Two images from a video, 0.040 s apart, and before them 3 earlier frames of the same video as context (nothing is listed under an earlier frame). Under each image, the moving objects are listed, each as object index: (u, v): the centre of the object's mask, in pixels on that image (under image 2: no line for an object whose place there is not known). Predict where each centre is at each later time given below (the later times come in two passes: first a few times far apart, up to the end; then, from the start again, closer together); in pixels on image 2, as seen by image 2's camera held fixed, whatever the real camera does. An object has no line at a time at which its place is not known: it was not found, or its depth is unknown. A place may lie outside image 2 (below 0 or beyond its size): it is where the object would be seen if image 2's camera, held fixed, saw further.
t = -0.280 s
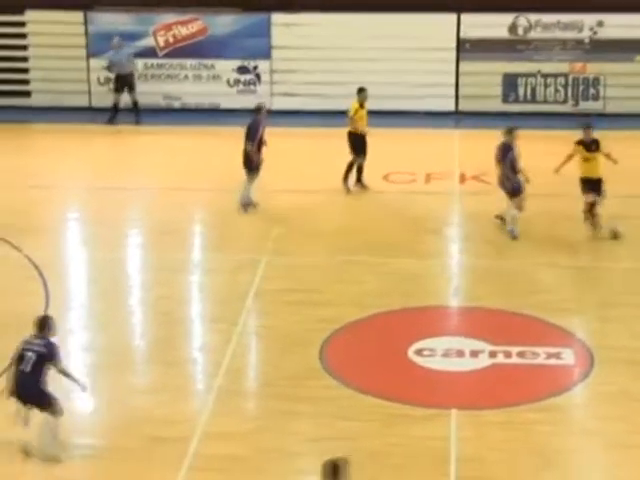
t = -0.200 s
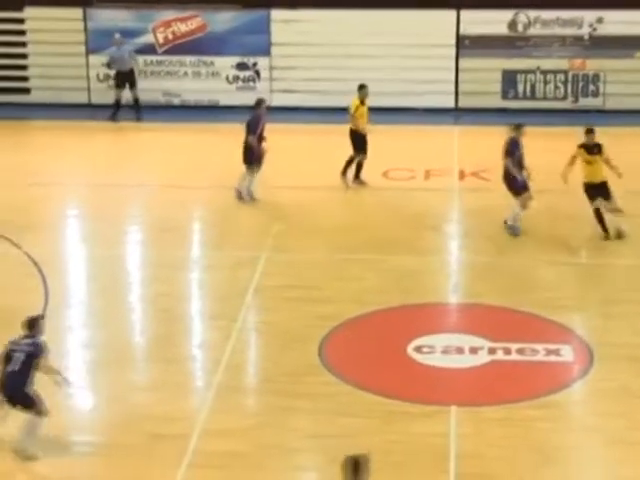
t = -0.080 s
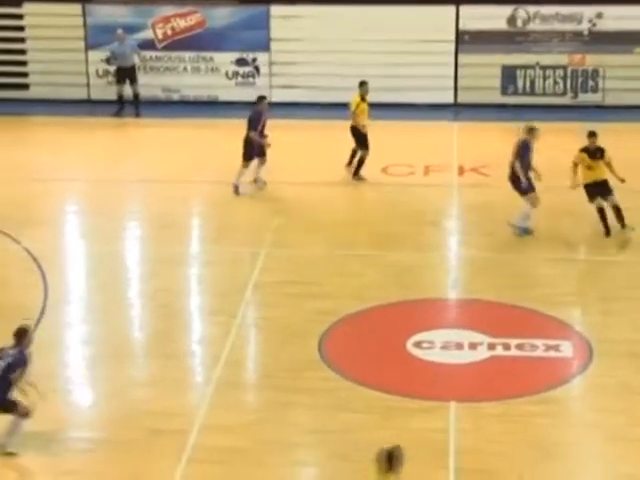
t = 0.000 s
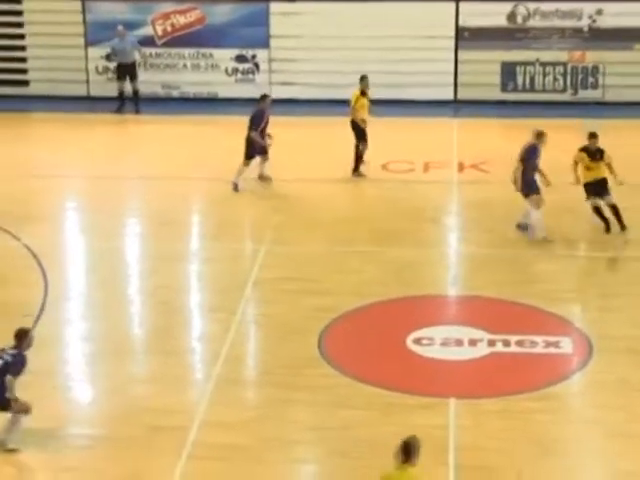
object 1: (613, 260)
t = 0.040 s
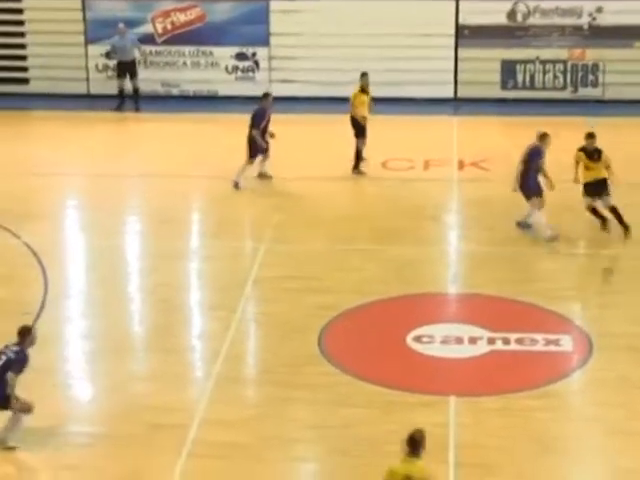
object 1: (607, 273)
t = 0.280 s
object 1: (576, 355)
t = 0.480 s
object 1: (545, 417)
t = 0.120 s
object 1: (597, 301)
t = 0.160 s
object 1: (593, 310)
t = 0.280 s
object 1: (576, 355)
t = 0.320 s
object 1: (570, 366)
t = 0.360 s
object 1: (565, 372)
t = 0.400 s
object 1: (558, 384)
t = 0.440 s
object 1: (552, 402)
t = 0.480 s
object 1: (545, 417)
